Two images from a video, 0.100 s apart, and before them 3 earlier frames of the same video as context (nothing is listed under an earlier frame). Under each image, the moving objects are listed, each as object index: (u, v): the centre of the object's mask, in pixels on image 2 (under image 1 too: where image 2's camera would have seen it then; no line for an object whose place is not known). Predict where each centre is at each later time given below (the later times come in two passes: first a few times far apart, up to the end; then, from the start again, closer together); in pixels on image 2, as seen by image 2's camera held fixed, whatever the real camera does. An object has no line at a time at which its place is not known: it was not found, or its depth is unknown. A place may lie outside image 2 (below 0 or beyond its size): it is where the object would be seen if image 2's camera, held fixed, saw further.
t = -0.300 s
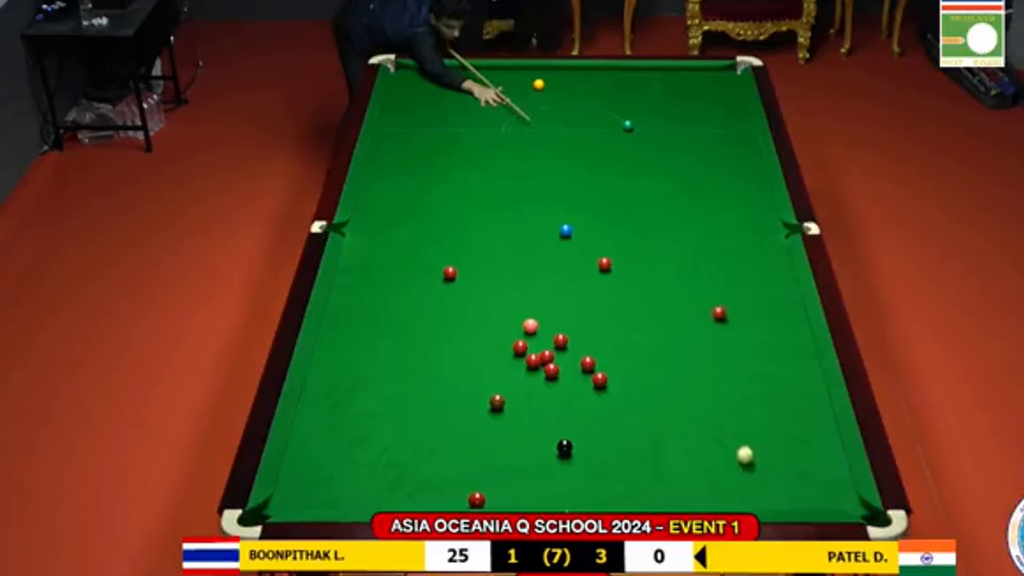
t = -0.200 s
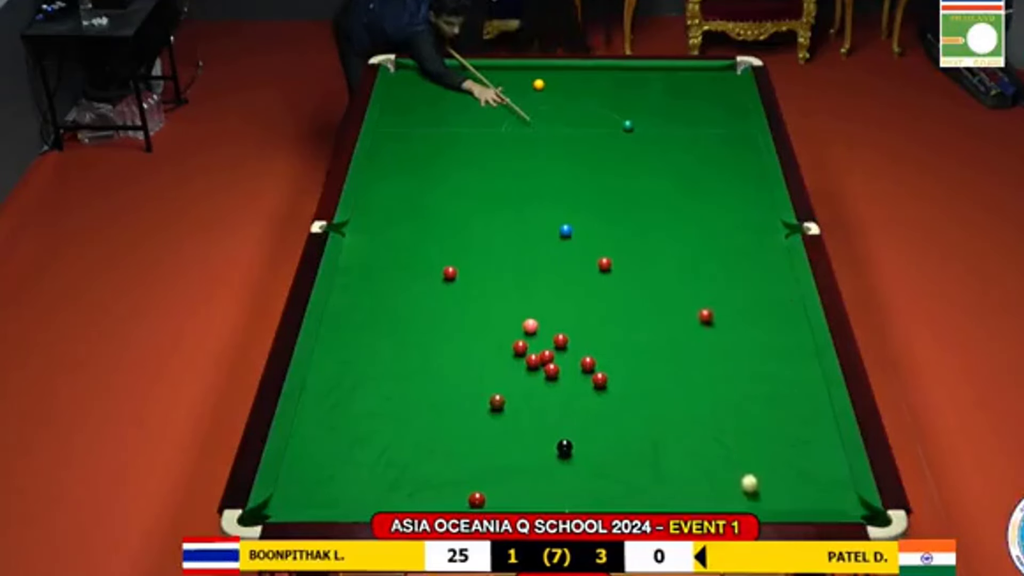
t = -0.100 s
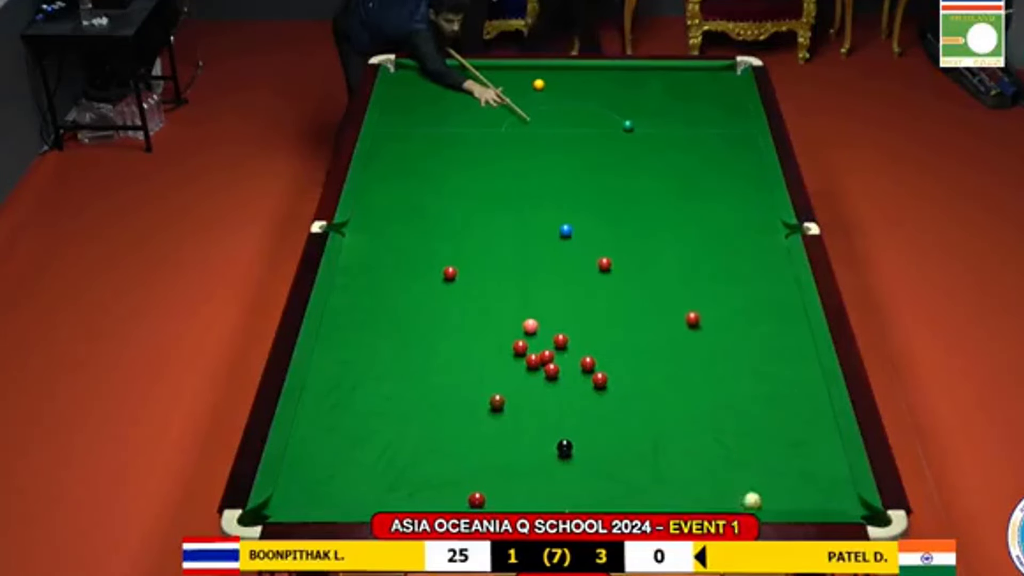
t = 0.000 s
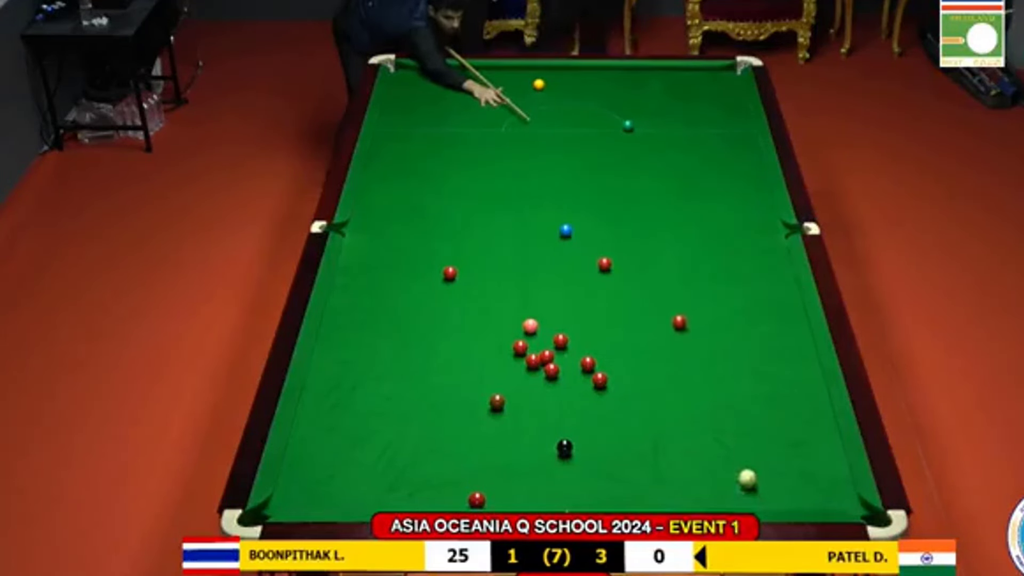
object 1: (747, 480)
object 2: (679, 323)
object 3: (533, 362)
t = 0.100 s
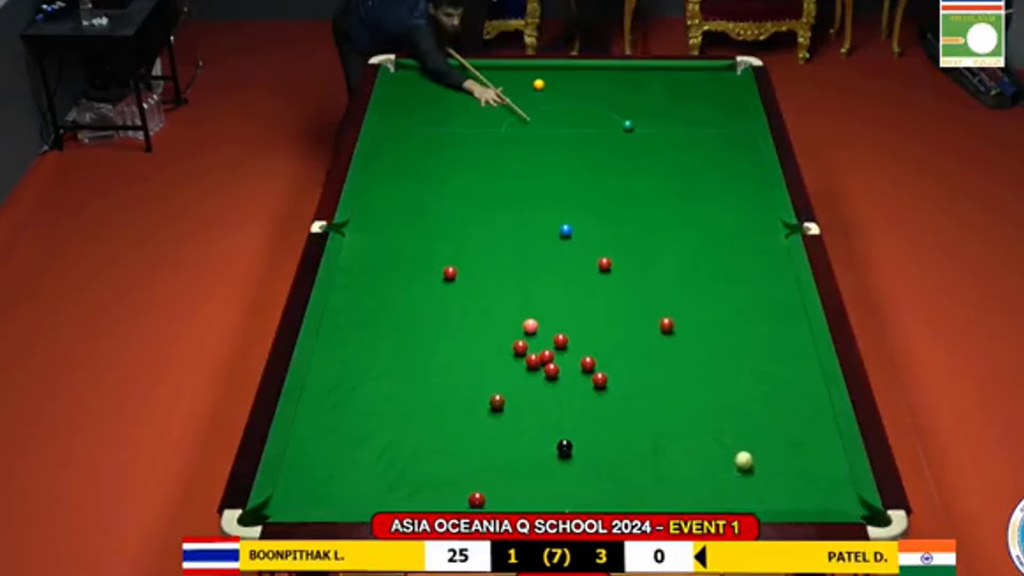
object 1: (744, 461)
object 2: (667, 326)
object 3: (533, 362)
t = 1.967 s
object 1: (698, 239)
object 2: (559, 353)
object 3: (478, 379)
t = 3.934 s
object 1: (675, 123)
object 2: (559, 353)
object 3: (425, 396)
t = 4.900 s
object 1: (669, 88)
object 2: (559, 353)
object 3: (424, 396)
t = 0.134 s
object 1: (743, 454)
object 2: (661, 327)
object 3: (533, 362)
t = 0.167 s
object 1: (741, 448)
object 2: (656, 328)
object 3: (533, 362)
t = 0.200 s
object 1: (741, 445)
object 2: (653, 328)
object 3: (533, 362)
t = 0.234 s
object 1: (739, 438)
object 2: (649, 330)
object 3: (533, 362)
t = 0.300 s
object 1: (737, 429)
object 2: (641, 331)
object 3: (533, 362)
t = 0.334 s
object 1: (736, 422)
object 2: (636, 333)
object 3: (533, 362)
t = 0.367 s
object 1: (734, 416)
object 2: (631, 334)
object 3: (533, 362)
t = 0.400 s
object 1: (734, 413)
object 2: (629, 334)
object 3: (533, 362)
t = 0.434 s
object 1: (733, 407)
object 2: (624, 335)
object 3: (533, 362)
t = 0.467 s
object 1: (731, 401)
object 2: (619, 336)
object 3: (533, 362)
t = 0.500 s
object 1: (731, 398)
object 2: (616, 337)
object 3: (533, 362)
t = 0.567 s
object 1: (728, 388)
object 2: (607, 339)
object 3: (533, 362)
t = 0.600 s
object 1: (728, 384)
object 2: (604, 339)
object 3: (533, 362)
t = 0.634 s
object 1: (726, 379)
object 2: (600, 341)
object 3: (533, 362)
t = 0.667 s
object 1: (725, 374)
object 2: (595, 341)
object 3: (533, 362)
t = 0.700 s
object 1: (725, 371)
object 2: (592, 342)
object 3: (533, 362)
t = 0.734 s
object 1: (723, 366)
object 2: (588, 343)
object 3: (533, 362)
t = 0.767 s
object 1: (722, 361)
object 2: (583, 344)
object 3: (533, 362)
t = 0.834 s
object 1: (721, 353)
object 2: (576, 346)
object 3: (533, 362)
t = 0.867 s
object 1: (720, 348)
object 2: (571, 347)
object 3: (533, 362)
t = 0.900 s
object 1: (719, 346)
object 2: (570, 348)
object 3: (533, 362)
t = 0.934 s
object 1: (718, 341)
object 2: (566, 349)
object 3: (533, 362)
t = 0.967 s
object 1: (717, 336)
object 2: (562, 350)
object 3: (533, 362)
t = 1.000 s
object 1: (717, 333)
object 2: (561, 352)
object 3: (533, 362)
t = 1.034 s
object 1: (716, 329)
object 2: (559, 352)
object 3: (531, 362)
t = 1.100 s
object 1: (714, 322)
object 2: (559, 353)
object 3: (527, 363)
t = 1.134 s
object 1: (714, 318)
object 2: (559, 353)
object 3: (525, 364)
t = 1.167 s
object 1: (713, 314)
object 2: (559, 353)
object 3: (523, 365)
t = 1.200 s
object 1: (712, 312)
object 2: (559, 353)
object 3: (521, 365)
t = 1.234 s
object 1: (711, 307)
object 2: (559, 353)
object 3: (519, 366)
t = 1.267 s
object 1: (711, 303)
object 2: (559, 353)
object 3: (516, 367)
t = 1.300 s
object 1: (710, 301)
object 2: (559, 353)
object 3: (515, 367)
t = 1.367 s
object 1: (709, 293)
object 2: (559, 353)
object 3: (510, 369)
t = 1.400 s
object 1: (708, 291)
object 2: (558, 353)
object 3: (509, 369)
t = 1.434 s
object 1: (707, 287)
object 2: (558, 353)
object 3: (507, 370)
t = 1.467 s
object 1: (707, 283)
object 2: (558, 353)
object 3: (505, 371)
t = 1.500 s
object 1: (707, 281)
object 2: (558, 353)
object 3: (503, 371)
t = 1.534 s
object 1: (706, 277)
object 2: (558, 353)
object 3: (501, 372)
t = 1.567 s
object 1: (705, 273)
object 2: (558, 353)
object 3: (499, 372)
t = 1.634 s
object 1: (704, 268)
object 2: (559, 353)
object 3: (495, 373)
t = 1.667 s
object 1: (703, 264)
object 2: (558, 353)
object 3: (494, 374)
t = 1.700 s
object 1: (703, 263)
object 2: (558, 353)
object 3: (492, 374)
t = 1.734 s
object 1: (702, 259)
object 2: (558, 353)
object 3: (490, 375)
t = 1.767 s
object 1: (701, 256)
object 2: (559, 353)
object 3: (488, 376)
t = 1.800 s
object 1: (701, 254)
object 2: (559, 353)
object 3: (487, 376)
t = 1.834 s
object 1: (700, 250)
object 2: (559, 353)
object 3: (485, 377)
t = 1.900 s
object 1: (699, 245)
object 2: (559, 353)
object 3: (482, 377)
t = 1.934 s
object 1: (698, 242)
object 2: (559, 354)
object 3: (480, 378)
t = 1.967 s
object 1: (698, 239)
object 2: (559, 353)
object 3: (478, 379)
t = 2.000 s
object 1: (697, 237)
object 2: (559, 353)
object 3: (477, 379)
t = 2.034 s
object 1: (697, 234)
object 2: (559, 353)
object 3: (475, 380)
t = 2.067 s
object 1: (696, 231)
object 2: (559, 353)
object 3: (473, 380)
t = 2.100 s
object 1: (696, 229)
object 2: (559, 353)
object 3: (472, 380)
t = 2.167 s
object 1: (694, 223)
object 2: (559, 353)
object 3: (469, 381)
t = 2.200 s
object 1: (694, 222)
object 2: (559, 353)
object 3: (468, 381)
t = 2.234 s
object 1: (693, 219)
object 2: (559, 353)
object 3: (467, 382)
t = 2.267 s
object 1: (693, 216)
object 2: (559, 353)
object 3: (465, 383)
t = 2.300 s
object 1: (692, 214)
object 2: (559, 353)
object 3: (464, 383)
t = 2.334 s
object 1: (692, 211)
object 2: (559, 353)
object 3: (462, 384)
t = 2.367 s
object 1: (691, 209)
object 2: (559, 353)
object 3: (461, 384)
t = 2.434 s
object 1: (690, 205)
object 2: (559, 353)
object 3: (458, 385)
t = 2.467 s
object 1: (690, 202)
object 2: (559, 353)
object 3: (457, 386)
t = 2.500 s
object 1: (690, 200)
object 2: (559, 353)
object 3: (456, 386)
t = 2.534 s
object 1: (689, 198)
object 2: (559, 353)
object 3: (455, 386)
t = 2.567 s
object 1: (688, 195)
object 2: (559, 353)
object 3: (453, 387)
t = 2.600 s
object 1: (688, 194)
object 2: (559, 353)
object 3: (452, 387)
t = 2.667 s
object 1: (687, 189)
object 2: (559, 353)
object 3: (450, 388)
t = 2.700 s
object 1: (687, 187)
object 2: (559, 353)
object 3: (449, 388)
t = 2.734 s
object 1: (686, 185)
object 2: (559, 353)
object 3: (448, 388)
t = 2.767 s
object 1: (686, 182)
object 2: (559, 353)
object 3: (447, 389)
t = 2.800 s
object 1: (686, 181)
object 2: (559, 353)
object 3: (446, 389)
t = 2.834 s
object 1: (685, 179)
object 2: (559, 353)
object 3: (445, 390)
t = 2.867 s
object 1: (685, 176)
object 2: (559, 353)
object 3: (443, 390)
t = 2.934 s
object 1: (684, 173)
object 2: (559, 353)
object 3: (442, 391)
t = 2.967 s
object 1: (684, 170)
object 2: (559, 353)
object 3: (441, 391)
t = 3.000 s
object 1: (684, 169)
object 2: (559, 353)
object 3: (440, 391)
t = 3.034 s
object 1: (683, 167)
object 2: (559, 353)
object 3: (439, 392)
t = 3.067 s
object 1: (683, 165)
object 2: (559, 353)
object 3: (439, 392)
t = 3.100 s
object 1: (682, 163)
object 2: (559, 353)
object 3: (438, 393)
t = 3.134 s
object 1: (682, 161)
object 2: (559, 353)
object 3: (437, 393)
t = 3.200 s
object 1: (681, 158)
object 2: (559, 353)
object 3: (435, 393)
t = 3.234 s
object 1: (681, 156)
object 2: (559, 353)
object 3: (435, 393)
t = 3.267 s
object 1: (680, 154)
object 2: (559, 353)
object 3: (434, 393)
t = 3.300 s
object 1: (680, 153)
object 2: (559, 353)
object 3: (434, 393)
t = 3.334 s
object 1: (680, 151)
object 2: (559, 353)
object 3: (432, 394)
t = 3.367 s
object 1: (679, 148)
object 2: (559, 353)
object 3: (432, 394)
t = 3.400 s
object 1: (679, 148)
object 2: (559, 353)
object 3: (431, 394)
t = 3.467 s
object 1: (679, 144)
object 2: (559, 353)
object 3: (430, 395)
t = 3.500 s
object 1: (679, 143)
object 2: (559, 353)
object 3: (430, 395)
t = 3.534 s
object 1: (678, 141)
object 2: (559, 353)
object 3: (429, 395)
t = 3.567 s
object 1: (678, 139)
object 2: (559, 353)
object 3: (429, 395)
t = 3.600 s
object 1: (678, 138)
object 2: (559, 353)
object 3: (428, 395)
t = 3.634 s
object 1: (677, 136)
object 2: (559, 353)
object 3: (428, 395)
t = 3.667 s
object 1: (677, 134)
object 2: (559, 353)
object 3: (427, 395)
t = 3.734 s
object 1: (677, 131)
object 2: (559, 353)
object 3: (426, 396)
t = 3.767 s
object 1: (676, 130)
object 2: (559, 353)
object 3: (426, 396)
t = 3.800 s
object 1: (676, 129)
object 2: (559, 353)
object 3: (426, 396)
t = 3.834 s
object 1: (676, 127)
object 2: (559, 353)
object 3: (426, 396)
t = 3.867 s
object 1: (675, 125)
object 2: (559, 353)
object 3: (425, 396)
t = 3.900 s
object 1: (675, 124)
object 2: (559, 353)
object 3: (425, 396)
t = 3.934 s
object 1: (675, 123)
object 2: (559, 353)
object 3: (425, 396)
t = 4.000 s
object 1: (674, 120)
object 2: (559, 353)
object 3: (425, 397)
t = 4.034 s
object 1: (674, 118)
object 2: (559, 353)
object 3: (425, 396)
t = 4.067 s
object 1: (674, 117)
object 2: (559, 353)
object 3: (424, 397)
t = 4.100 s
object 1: (674, 116)
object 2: (559, 353)
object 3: (424, 396)
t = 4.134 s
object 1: (673, 115)
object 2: (559, 353)
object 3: (424, 397)
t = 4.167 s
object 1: (673, 113)
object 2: (559, 353)
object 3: (424, 396)
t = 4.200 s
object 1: (673, 112)
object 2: (559, 353)
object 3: (424, 397)
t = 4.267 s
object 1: (673, 109)
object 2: (559, 353)
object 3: (424, 397)
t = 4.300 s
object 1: (672, 108)
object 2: (559, 353)
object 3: (424, 397)
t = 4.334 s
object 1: (672, 107)
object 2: (559, 353)
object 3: (424, 397)
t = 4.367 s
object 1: (672, 105)
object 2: (559, 353)
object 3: (424, 397)
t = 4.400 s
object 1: (672, 104)
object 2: (559, 353)
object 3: (424, 396)
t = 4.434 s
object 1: (671, 103)
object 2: (559, 353)
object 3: (424, 397)
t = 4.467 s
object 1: (671, 102)
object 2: (559, 353)
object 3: (424, 397)
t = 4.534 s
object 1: (671, 100)
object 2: (559, 353)
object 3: (424, 397)
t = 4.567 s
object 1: (671, 98)
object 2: (559, 353)
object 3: (424, 397)
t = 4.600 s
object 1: (670, 97)
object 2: (559, 353)
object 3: (424, 397)
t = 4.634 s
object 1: (670, 96)
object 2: (559, 353)
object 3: (424, 397)
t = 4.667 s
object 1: (670, 95)
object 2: (559, 353)
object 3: (424, 396)
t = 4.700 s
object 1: (670, 94)
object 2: (559, 353)
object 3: (424, 397)
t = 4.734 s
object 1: (670, 93)
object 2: (559, 353)
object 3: (424, 397)
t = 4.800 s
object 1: (670, 90)
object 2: (559, 353)
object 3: (424, 397)
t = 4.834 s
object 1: (670, 89)
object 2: (559, 353)
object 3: (424, 397)
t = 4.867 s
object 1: (669, 88)
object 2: (559, 353)
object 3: (424, 397)
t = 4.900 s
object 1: (669, 88)
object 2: (559, 353)
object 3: (424, 396)
